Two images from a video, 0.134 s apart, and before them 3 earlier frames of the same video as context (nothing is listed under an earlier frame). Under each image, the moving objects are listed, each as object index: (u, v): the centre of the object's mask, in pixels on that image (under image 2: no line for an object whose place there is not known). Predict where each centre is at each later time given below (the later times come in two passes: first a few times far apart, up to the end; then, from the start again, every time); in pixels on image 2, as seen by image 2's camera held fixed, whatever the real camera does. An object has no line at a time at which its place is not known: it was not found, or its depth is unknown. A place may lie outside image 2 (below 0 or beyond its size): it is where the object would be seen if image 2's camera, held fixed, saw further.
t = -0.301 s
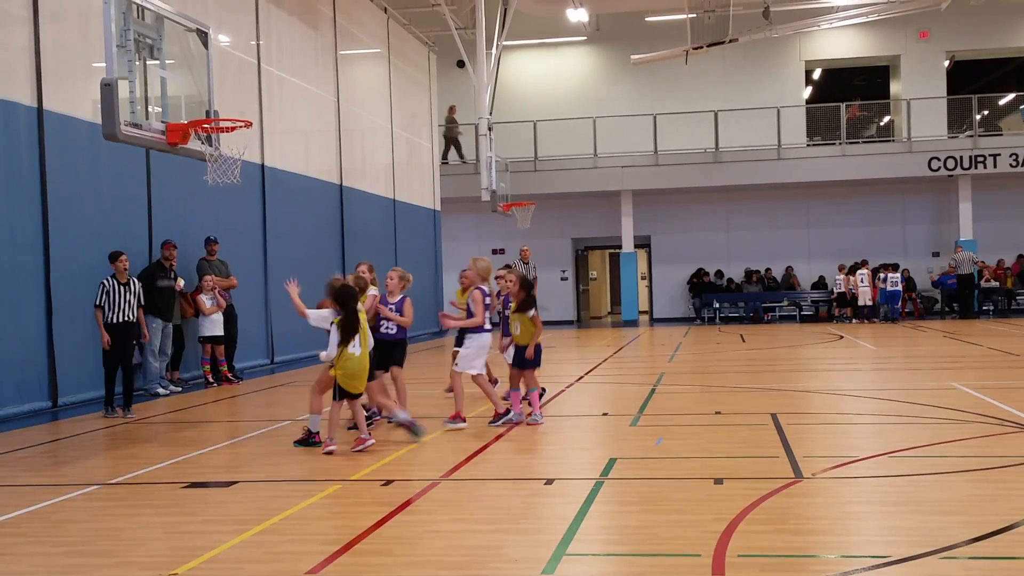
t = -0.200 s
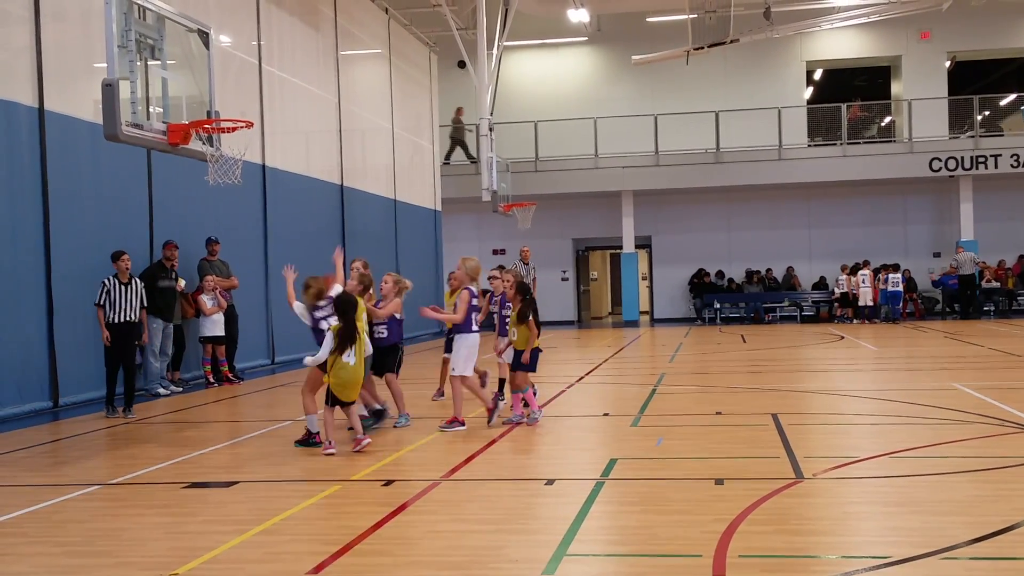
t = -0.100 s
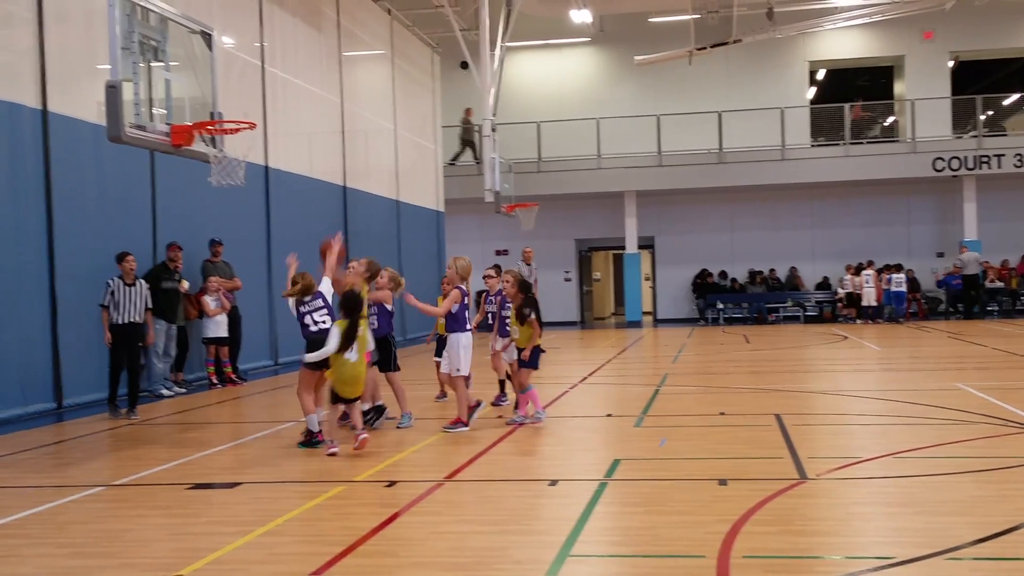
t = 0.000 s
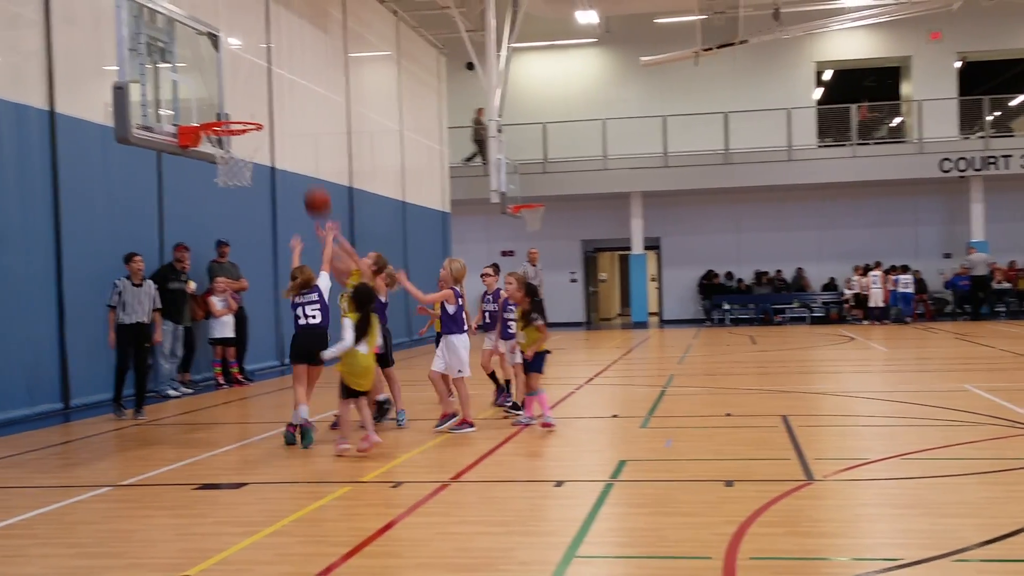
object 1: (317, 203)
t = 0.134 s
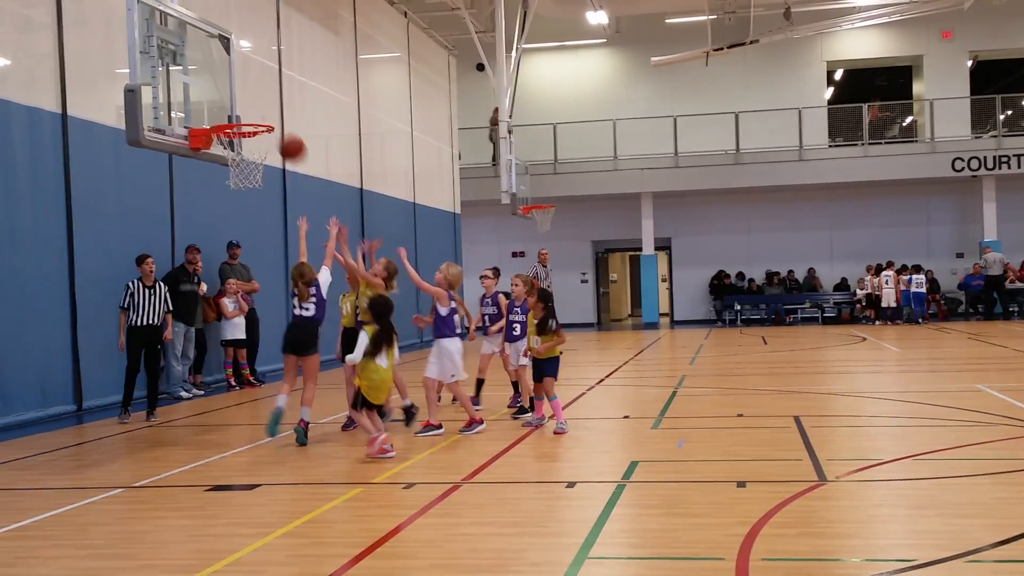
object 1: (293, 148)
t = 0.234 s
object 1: (266, 115)
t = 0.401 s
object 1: (222, 96)
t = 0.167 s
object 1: (284, 138)
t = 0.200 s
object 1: (276, 126)
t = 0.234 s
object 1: (266, 115)
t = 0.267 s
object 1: (258, 111)
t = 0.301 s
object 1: (249, 106)
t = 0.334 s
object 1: (239, 101)
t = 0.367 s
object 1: (231, 98)
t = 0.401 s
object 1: (222, 96)
